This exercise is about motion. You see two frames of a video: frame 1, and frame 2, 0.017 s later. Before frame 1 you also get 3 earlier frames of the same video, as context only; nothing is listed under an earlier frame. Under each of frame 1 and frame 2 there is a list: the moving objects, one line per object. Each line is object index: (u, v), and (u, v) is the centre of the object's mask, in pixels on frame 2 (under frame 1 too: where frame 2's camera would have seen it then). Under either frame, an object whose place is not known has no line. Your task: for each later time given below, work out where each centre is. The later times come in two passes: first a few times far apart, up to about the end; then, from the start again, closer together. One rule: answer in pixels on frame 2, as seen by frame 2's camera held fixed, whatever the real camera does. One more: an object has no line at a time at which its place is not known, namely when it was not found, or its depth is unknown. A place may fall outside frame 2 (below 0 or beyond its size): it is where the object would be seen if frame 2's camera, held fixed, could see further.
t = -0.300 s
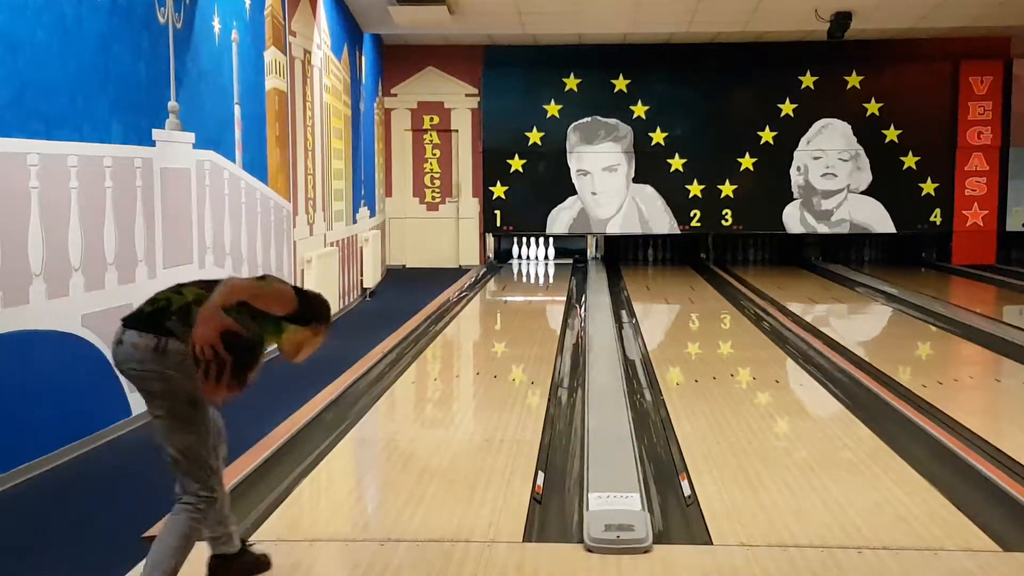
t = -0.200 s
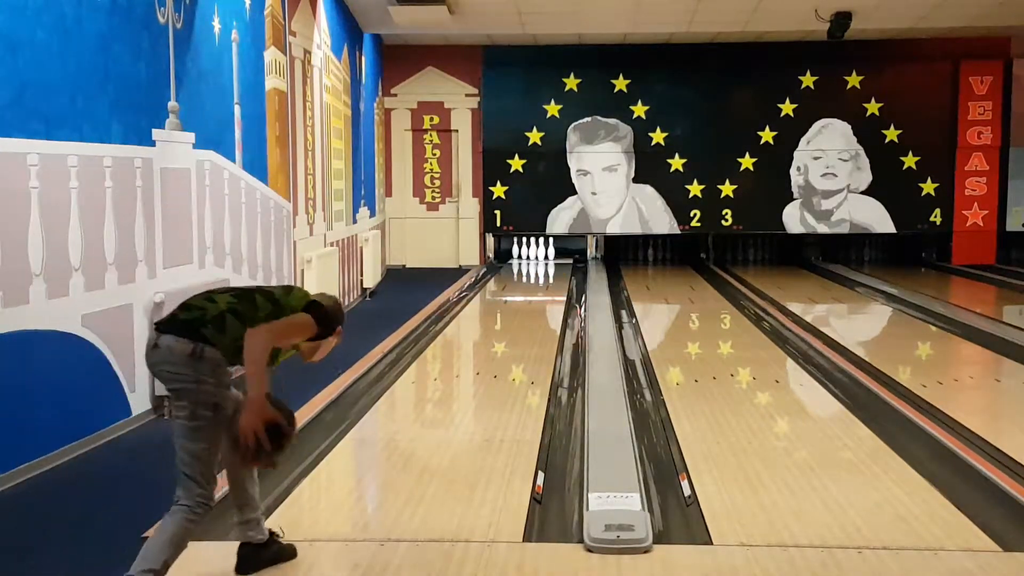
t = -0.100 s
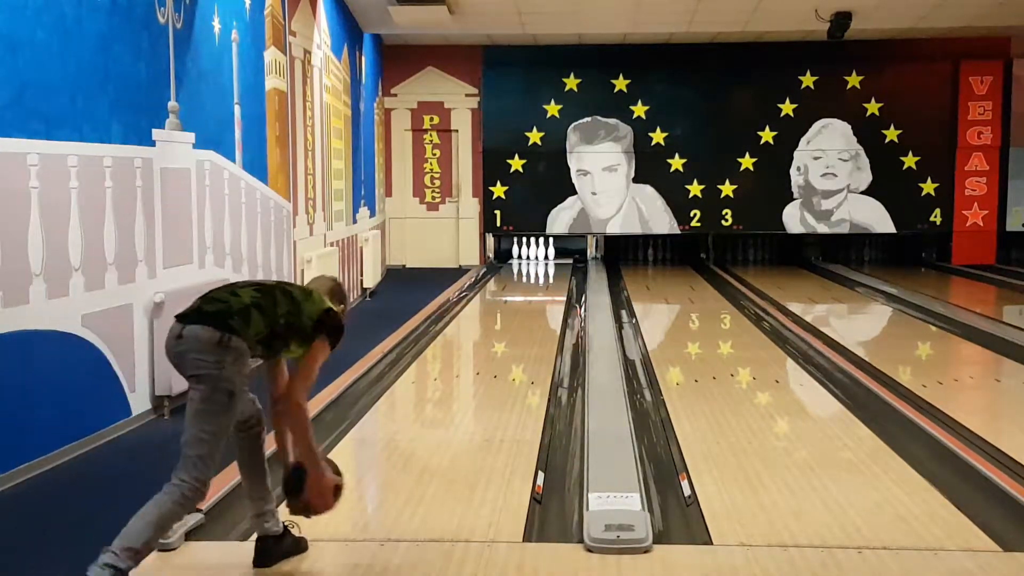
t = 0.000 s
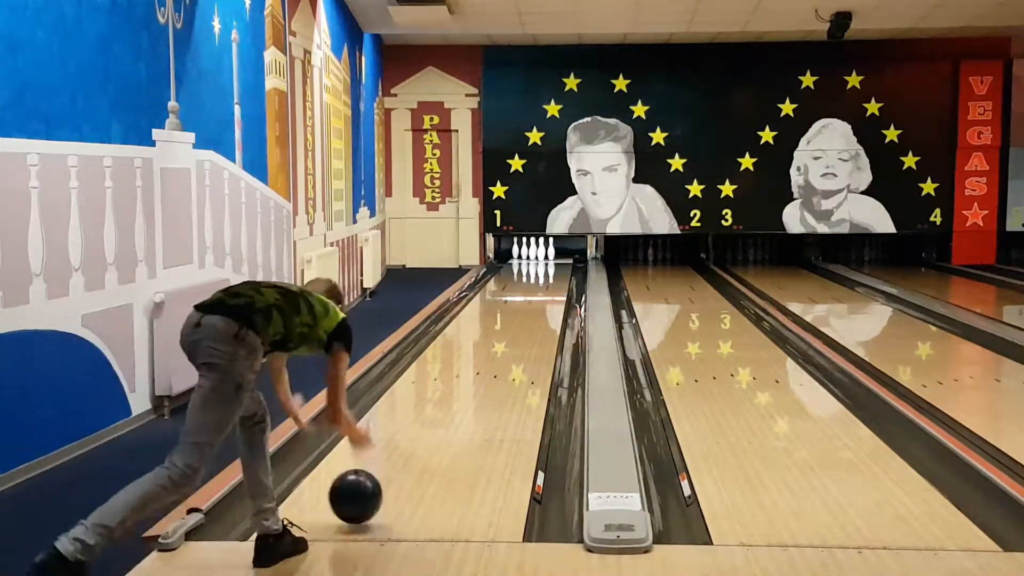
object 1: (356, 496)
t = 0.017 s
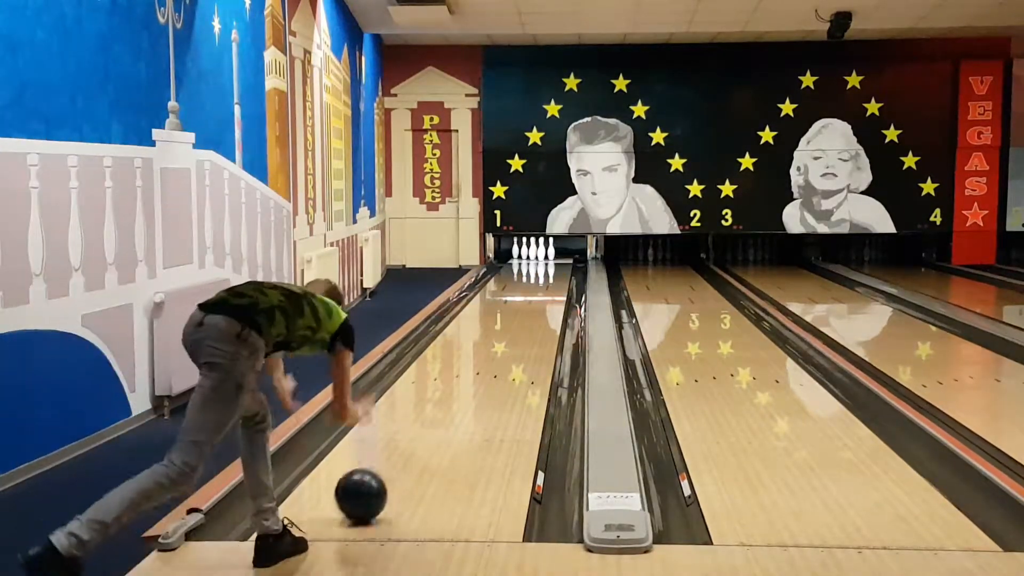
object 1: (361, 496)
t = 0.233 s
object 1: (415, 435)
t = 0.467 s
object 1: (454, 391)
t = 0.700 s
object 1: (480, 361)
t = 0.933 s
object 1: (499, 337)
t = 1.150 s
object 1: (513, 321)
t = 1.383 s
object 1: (524, 306)
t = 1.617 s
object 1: (532, 295)
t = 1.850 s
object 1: (539, 285)
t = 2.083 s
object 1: (544, 277)
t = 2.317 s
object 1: (545, 270)
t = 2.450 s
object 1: (544, 266)
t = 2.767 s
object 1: (539, 259)
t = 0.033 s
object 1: (366, 489)
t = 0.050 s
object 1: (371, 482)
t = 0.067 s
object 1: (376, 477)
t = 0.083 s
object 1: (380, 471)
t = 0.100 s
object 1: (385, 467)
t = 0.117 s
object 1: (389, 464)
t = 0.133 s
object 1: (393, 460)
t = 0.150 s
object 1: (397, 456)
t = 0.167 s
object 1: (401, 451)
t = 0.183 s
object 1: (404, 447)
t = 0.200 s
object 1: (408, 443)
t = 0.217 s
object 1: (412, 439)
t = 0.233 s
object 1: (415, 435)
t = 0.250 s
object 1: (418, 431)
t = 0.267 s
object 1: (422, 428)
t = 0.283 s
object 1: (425, 424)
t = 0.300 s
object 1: (428, 421)
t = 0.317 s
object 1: (431, 417)
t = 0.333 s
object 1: (434, 414)
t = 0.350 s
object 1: (436, 411)
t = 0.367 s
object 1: (439, 408)
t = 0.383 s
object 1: (441, 405)
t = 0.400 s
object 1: (444, 402)
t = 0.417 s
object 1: (447, 399)
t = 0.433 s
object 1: (449, 397)
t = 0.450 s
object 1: (451, 394)
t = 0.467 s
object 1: (454, 391)
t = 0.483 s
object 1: (456, 389)
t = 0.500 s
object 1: (458, 386)
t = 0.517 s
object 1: (460, 384)
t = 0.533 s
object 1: (462, 381)
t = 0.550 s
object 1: (464, 379)
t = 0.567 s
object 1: (466, 377)
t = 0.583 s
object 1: (468, 374)
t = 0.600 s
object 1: (470, 372)
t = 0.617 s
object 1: (472, 370)
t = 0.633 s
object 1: (473, 368)
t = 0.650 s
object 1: (475, 366)
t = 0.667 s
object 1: (477, 364)
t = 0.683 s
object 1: (479, 362)
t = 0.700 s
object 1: (480, 361)
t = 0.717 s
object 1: (482, 359)
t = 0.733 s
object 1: (483, 357)
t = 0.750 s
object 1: (485, 355)
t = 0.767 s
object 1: (486, 353)
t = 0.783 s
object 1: (487, 352)
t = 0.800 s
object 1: (489, 350)
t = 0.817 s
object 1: (490, 348)
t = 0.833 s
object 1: (492, 347)
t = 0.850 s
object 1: (493, 345)
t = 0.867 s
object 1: (494, 343)
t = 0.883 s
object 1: (495, 342)
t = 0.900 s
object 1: (497, 340)
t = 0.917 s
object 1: (498, 339)
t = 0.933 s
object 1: (499, 337)
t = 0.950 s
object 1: (500, 336)
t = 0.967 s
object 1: (501, 335)
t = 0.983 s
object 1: (503, 333)
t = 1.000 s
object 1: (504, 332)
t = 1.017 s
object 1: (505, 331)
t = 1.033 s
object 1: (506, 329)
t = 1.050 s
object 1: (507, 328)
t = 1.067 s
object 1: (508, 327)
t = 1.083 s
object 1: (509, 326)
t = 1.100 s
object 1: (510, 324)
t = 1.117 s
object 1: (511, 323)
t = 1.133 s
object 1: (512, 322)
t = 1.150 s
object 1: (513, 321)
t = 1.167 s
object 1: (514, 320)
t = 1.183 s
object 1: (514, 319)
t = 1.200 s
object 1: (515, 317)
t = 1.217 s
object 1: (516, 317)
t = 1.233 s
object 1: (517, 315)
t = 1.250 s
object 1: (518, 314)
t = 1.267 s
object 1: (519, 313)
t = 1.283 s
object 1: (519, 312)
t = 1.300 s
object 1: (520, 311)
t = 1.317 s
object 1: (521, 310)
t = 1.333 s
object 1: (522, 309)
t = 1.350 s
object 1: (522, 309)
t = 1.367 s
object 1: (523, 308)
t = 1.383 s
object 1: (524, 306)
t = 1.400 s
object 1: (524, 306)
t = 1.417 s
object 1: (525, 305)
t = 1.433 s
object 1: (526, 304)
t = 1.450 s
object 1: (526, 303)
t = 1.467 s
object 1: (527, 302)
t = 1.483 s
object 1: (528, 301)
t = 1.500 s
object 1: (528, 300)
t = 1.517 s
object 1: (529, 300)
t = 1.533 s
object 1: (529, 299)
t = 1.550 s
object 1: (530, 298)
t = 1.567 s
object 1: (531, 297)
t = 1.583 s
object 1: (531, 296)
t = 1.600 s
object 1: (532, 295)
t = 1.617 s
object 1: (532, 295)
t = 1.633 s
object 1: (533, 294)
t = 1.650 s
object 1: (533, 293)
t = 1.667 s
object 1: (534, 293)
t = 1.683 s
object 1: (534, 292)
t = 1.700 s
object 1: (535, 291)
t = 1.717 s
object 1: (535, 290)
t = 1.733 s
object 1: (536, 289)
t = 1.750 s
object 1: (536, 289)
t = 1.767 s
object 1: (537, 288)
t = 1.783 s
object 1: (537, 287)
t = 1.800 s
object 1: (538, 287)
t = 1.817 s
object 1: (538, 286)
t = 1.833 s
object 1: (538, 286)
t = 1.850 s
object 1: (539, 285)
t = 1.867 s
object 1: (539, 284)
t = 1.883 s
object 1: (540, 284)
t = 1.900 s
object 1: (540, 283)
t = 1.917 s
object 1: (540, 283)
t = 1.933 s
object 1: (541, 282)
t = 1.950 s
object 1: (541, 281)
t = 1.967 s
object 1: (542, 281)
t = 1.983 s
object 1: (542, 280)
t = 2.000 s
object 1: (542, 280)
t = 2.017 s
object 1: (542, 279)
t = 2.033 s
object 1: (543, 278)
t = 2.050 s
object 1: (543, 278)
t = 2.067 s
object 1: (544, 277)
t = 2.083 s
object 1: (544, 277)
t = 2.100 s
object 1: (544, 276)
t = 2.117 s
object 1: (544, 275)
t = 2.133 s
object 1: (544, 275)
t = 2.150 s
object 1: (544, 274)
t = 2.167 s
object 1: (544, 274)
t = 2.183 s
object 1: (545, 273)
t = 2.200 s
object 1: (545, 273)
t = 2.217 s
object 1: (545, 272)
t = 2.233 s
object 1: (545, 272)
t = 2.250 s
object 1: (545, 271)
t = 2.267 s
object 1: (545, 271)
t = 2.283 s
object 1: (545, 270)
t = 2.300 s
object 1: (545, 270)
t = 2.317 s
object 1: (545, 270)
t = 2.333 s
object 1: (545, 269)
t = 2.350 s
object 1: (545, 268)
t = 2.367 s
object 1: (545, 268)
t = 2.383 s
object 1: (545, 268)
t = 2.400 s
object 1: (545, 268)
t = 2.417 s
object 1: (545, 267)
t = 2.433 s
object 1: (544, 266)
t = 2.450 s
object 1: (544, 266)
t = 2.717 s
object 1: (540, 260)
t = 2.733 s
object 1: (540, 260)
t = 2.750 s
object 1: (539, 260)
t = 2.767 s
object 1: (539, 259)
